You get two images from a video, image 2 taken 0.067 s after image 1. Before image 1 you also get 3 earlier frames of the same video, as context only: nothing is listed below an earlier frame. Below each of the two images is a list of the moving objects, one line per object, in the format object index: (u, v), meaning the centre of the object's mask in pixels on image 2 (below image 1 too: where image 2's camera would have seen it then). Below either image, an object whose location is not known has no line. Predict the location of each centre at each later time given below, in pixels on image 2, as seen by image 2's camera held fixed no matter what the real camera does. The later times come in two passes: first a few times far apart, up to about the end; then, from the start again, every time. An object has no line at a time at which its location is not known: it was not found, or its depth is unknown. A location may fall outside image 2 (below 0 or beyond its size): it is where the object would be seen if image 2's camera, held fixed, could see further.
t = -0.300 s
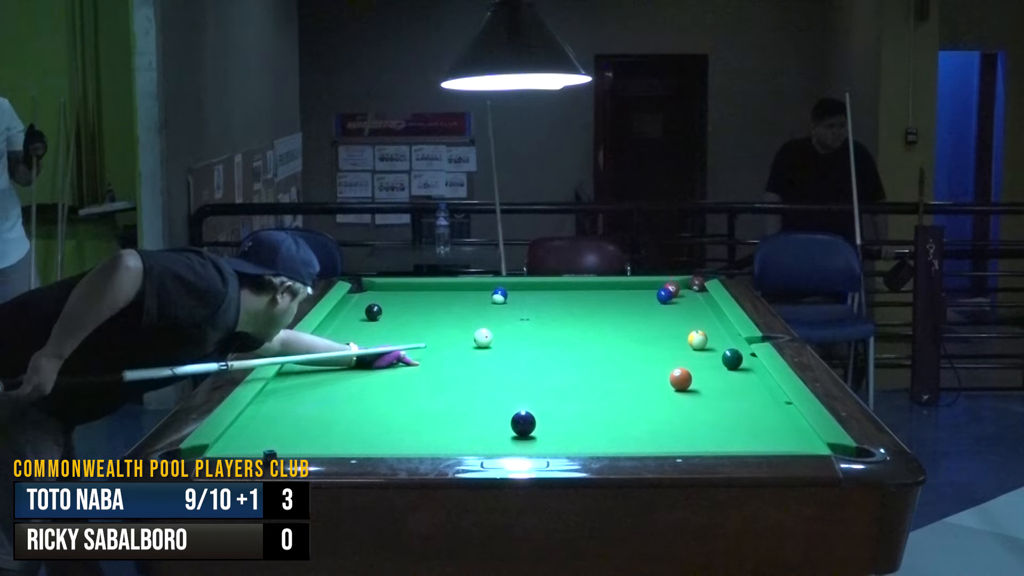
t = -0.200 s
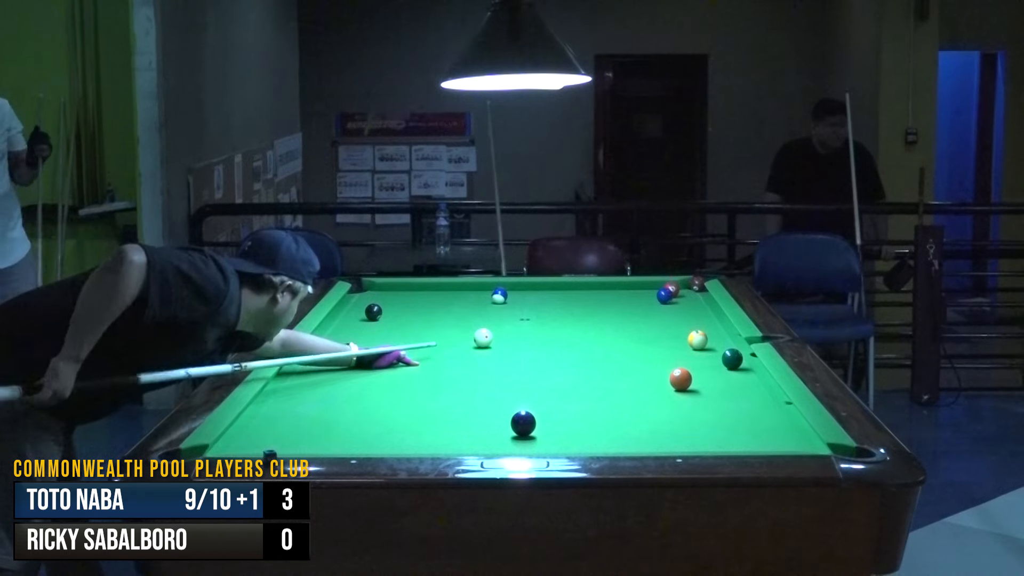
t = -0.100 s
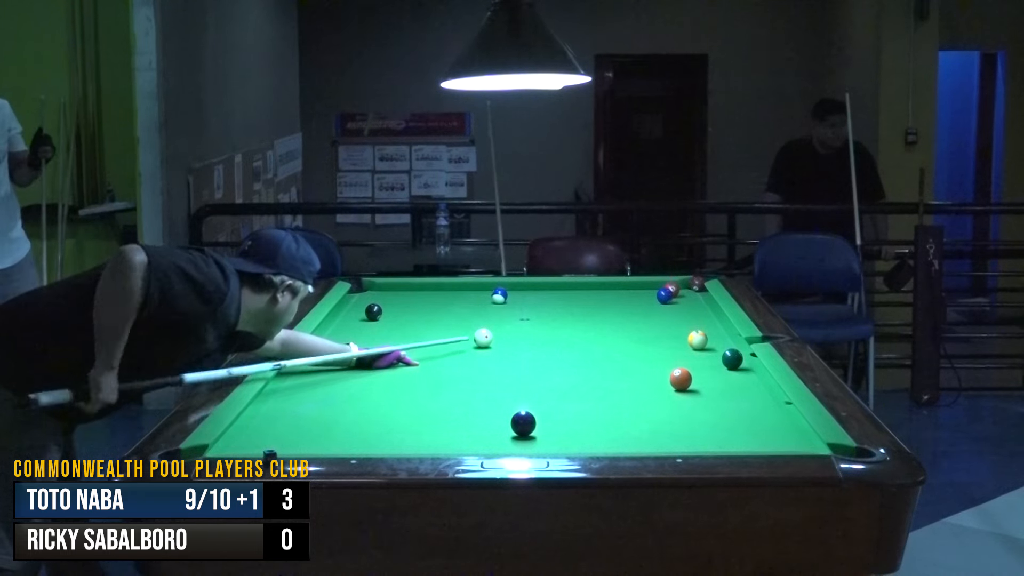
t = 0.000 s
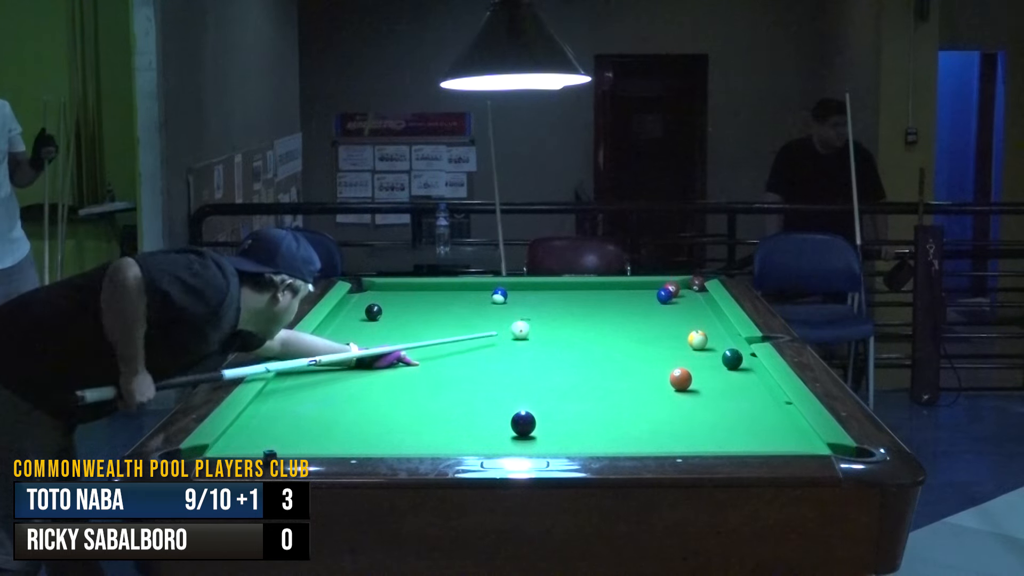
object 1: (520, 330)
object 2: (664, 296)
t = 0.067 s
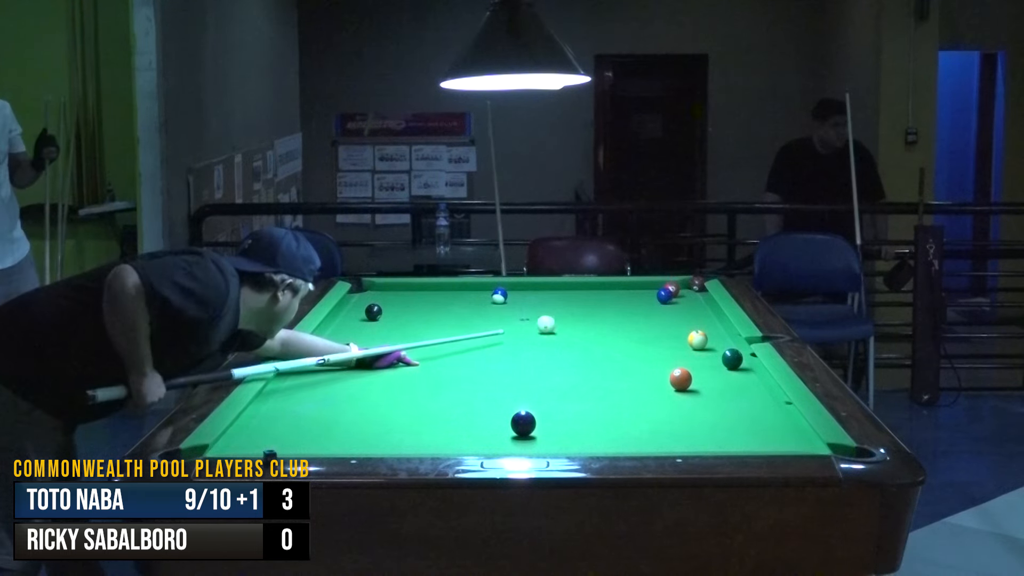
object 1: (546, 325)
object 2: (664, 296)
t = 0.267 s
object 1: (612, 310)
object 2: (664, 296)
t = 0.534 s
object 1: (691, 298)
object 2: (664, 292)
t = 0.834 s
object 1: (662, 293)
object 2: (638, 288)
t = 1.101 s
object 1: (620, 289)
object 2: (614, 281)
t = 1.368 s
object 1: (577, 286)
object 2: (609, 285)
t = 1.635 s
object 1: (539, 285)
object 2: (608, 285)
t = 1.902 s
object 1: (507, 286)
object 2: (608, 285)
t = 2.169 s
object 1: (473, 289)
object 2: (608, 285)
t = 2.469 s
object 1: (437, 290)
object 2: (608, 285)
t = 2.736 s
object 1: (407, 292)
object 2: (608, 285)
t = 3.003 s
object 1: (378, 293)
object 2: (608, 285)
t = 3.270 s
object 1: (354, 295)
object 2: (608, 285)
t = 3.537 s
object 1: (367, 296)
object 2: (608, 285)
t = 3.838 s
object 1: (381, 297)
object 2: (608, 285)
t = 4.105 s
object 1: (392, 298)
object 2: (608, 285)
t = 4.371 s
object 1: (402, 299)
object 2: (608, 285)
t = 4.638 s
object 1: (410, 300)
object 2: (607, 285)
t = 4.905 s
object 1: (417, 300)
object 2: (607, 286)
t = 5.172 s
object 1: (423, 301)
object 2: (608, 285)
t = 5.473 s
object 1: (427, 302)
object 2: (608, 286)
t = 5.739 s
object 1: (430, 302)
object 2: (608, 285)
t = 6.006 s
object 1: (431, 302)
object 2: (608, 285)
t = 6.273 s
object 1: (432, 303)
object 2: (608, 285)
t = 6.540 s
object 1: (432, 303)
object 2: (608, 285)
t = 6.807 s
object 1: (431, 303)
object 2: (608, 285)
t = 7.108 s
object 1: (432, 303)
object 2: (608, 285)
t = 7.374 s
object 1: (432, 303)
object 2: (608, 285)
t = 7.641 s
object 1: (431, 303)
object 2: (608, 285)
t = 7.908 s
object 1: (432, 303)
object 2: (608, 285)
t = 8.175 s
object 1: (431, 303)
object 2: (608, 285)
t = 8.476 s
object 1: (431, 302)
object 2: (608, 285)
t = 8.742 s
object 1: (431, 302)
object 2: (608, 285)
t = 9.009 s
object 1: (431, 302)
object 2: (608, 285)
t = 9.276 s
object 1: (432, 302)
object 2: (608, 285)
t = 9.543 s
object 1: (431, 303)
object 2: (608, 285)
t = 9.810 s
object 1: (431, 303)
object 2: (608, 285)
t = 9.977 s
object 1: (431, 303)
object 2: (608, 285)
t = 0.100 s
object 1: (558, 322)
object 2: (664, 296)
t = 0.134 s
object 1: (569, 320)
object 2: (664, 296)
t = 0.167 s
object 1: (580, 317)
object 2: (664, 296)
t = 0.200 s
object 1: (591, 315)
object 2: (664, 296)
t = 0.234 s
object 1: (601, 312)
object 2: (664, 296)
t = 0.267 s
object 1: (612, 310)
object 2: (664, 296)
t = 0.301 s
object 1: (622, 308)
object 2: (664, 296)
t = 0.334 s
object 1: (632, 306)
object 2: (664, 295)
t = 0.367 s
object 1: (642, 304)
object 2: (664, 296)
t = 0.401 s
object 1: (652, 301)
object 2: (665, 295)
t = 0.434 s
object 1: (662, 299)
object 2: (667, 292)
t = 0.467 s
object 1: (671, 298)
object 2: (662, 294)
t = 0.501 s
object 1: (681, 298)
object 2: (664, 294)
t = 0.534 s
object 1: (691, 298)
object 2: (664, 292)
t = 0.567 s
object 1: (700, 297)
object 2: (660, 291)
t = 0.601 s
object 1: (701, 297)
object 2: (657, 291)
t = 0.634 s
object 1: (695, 296)
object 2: (654, 290)
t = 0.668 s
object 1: (689, 295)
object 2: (651, 290)
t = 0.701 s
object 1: (683, 295)
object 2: (649, 289)
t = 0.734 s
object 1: (678, 294)
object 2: (646, 289)
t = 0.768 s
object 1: (673, 294)
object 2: (643, 289)
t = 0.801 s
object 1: (667, 293)
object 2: (640, 288)
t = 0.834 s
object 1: (662, 293)
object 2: (638, 288)
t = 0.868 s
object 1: (656, 292)
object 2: (635, 287)
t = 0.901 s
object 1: (651, 292)
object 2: (632, 287)
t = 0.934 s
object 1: (646, 291)
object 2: (629, 286)
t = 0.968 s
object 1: (640, 290)
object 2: (626, 286)
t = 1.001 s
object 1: (635, 290)
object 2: (623, 285)
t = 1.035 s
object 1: (630, 290)
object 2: (620, 284)
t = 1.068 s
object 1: (625, 289)
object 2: (617, 283)
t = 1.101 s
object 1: (620, 289)
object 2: (614, 281)
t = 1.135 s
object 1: (615, 288)
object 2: (612, 280)
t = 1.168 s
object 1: (610, 288)
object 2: (615, 281)
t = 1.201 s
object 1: (605, 287)
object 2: (614, 283)
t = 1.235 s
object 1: (600, 287)
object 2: (612, 284)
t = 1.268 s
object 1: (594, 286)
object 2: (610, 285)
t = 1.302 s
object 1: (588, 286)
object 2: (610, 285)
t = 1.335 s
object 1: (582, 286)
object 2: (610, 285)
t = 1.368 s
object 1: (577, 286)
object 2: (609, 285)
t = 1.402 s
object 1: (571, 285)
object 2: (609, 285)
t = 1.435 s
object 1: (566, 285)
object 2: (609, 285)
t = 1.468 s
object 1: (560, 285)
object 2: (609, 285)
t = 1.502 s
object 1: (556, 285)
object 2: (609, 285)
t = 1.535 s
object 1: (552, 285)
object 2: (608, 285)
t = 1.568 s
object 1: (547, 285)
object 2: (608, 285)
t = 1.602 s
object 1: (543, 285)
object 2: (608, 286)
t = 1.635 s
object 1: (539, 285)
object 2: (608, 285)
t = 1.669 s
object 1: (535, 286)
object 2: (608, 285)
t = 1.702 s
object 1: (530, 286)
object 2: (608, 285)
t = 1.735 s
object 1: (526, 286)
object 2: (608, 285)
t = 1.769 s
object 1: (522, 286)
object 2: (608, 285)
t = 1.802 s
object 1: (518, 287)
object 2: (608, 285)
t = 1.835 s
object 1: (514, 287)
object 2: (608, 285)
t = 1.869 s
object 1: (510, 286)
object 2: (608, 285)
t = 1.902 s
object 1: (507, 286)
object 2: (608, 285)
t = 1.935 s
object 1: (501, 285)
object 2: (608, 285)
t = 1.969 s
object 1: (497, 285)
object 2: (608, 285)
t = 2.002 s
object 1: (492, 286)
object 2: (608, 285)
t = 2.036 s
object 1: (488, 287)
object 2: (608, 285)
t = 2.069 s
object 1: (485, 288)
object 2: (608, 285)
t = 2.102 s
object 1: (481, 288)
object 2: (608, 285)
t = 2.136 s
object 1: (477, 289)
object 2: (608, 285)
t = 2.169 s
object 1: (473, 289)
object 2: (608, 285)
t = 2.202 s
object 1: (469, 289)
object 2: (608, 285)
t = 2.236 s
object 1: (465, 289)
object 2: (608, 285)
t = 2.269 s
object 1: (461, 289)
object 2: (608, 285)
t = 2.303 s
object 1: (457, 290)
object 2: (608, 285)
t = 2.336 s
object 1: (452, 290)
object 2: (608, 285)
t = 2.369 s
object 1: (449, 290)
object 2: (608, 285)
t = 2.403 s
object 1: (445, 290)
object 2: (608, 285)
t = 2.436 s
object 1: (441, 290)
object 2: (608, 285)
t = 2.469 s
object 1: (437, 290)
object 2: (608, 285)
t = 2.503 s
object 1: (433, 291)
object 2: (608, 285)
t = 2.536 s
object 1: (430, 291)
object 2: (608, 285)
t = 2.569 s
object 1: (426, 291)
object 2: (608, 285)
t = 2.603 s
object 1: (422, 291)
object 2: (608, 285)
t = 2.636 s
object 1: (418, 291)
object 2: (608, 285)
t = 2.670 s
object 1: (414, 291)
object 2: (608, 285)
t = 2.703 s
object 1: (410, 292)
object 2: (608, 285)
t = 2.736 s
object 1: (407, 292)
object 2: (608, 285)
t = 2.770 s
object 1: (403, 292)
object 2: (608, 285)
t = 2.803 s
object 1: (399, 292)
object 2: (608, 285)
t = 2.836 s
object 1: (396, 292)
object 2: (608, 285)
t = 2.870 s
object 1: (392, 293)
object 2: (608, 285)
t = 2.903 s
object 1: (388, 293)
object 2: (608, 285)
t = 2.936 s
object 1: (385, 293)
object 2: (608, 285)
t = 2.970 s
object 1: (381, 293)
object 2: (608, 285)
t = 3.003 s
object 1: (378, 293)
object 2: (608, 285)
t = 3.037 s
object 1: (374, 293)
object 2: (608, 285)
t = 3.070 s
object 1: (371, 294)
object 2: (608, 285)
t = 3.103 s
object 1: (367, 294)
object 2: (608, 285)
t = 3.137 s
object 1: (363, 294)
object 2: (608, 285)
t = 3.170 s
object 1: (360, 294)
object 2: (608, 285)
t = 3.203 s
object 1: (357, 294)
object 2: (608, 285)
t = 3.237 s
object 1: (353, 295)
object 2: (608, 285)
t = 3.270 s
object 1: (354, 295)
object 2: (608, 285)
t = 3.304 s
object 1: (356, 295)
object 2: (608, 285)
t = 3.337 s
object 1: (357, 295)
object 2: (608, 285)
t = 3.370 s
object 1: (359, 295)
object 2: (608, 285)
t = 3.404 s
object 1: (361, 295)
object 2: (608, 285)
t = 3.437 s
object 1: (362, 295)
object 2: (608, 285)
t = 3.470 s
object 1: (364, 296)
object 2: (608, 285)
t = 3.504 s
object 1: (366, 296)
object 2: (608, 285)
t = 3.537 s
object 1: (367, 296)
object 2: (608, 285)
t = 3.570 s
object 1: (369, 296)
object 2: (608, 285)
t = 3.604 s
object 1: (371, 296)
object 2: (607, 285)
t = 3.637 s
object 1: (372, 296)
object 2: (607, 285)
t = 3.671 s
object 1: (374, 296)
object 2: (608, 285)
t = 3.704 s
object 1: (375, 296)
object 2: (608, 285)
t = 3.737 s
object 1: (377, 297)
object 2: (608, 285)
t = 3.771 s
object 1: (378, 297)
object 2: (608, 285)
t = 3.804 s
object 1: (380, 297)
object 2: (608, 285)
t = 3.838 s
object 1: (381, 297)
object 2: (608, 285)
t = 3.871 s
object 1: (383, 297)
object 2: (608, 285)
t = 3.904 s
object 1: (384, 297)
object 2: (608, 285)
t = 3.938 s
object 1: (386, 297)
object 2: (608, 285)
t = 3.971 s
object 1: (387, 298)
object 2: (608, 285)
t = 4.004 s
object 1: (388, 298)
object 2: (608, 285)
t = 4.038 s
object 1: (390, 298)
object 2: (608, 285)
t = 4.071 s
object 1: (391, 298)
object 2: (608, 285)
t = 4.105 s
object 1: (392, 298)
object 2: (608, 285)
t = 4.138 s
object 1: (394, 298)
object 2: (607, 285)
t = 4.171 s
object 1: (395, 298)
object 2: (608, 285)
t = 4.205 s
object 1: (396, 298)
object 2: (608, 285)
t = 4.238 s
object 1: (397, 299)
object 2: (608, 285)
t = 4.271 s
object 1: (398, 299)
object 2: (608, 285)
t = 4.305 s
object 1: (400, 299)
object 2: (608, 285)
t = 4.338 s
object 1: (401, 299)
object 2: (608, 285)
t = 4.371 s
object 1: (402, 299)
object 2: (608, 285)
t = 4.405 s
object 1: (403, 299)
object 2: (607, 286)
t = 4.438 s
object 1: (404, 299)
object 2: (608, 285)
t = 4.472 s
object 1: (405, 299)
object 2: (608, 285)
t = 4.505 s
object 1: (406, 299)
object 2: (608, 285)
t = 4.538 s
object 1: (407, 299)
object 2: (608, 285)
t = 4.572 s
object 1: (408, 299)
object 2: (608, 285)
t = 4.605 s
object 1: (409, 299)
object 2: (608, 285)
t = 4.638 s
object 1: (410, 300)
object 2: (607, 285)
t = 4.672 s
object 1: (411, 300)
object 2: (607, 286)
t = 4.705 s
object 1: (412, 300)
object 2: (607, 286)
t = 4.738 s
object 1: (413, 300)
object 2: (607, 285)
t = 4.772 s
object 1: (414, 300)
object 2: (608, 285)
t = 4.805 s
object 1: (415, 300)
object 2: (607, 285)
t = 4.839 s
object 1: (416, 300)
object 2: (607, 285)
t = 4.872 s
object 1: (417, 300)
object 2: (607, 285)
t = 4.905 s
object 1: (417, 300)
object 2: (607, 286)
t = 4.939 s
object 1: (418, 300)
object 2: (607, 285)
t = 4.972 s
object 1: (419, 301)
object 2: (607, 285)
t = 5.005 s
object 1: (420, 301)
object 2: (608, 285)
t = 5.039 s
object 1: (420, 300)
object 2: (608, 285)
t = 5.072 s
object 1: (421, 301)
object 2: (608, 285)
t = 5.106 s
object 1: (421, 301)
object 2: (608, 285)
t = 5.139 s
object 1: (422, 301)
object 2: (608, 285)
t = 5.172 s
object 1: (423, 301)
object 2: (608, 285)
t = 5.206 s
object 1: (423, 301)
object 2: (608, 285)
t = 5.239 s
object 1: (424, 301)
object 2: (608, 285)
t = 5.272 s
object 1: (424, 301)
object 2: (608, 285)
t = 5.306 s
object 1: (425, 301)
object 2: (608, 285)
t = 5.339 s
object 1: (425, 301)
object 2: (608, 285)
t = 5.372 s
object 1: (426, 301)
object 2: (607, 285)
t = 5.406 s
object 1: (426, 302)
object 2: (608, 285)
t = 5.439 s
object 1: (427, 302)
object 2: (608, 286)
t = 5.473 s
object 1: (427, 302)
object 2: (608, 286)
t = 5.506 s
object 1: (427, 302)
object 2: (608, 285)
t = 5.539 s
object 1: (428, 302)
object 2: (608, 285)
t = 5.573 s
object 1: (428, 302)
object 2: (608, 285)
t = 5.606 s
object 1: (429, 302)
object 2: (608, 285)
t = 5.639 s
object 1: (429, 302)
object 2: (608, 285)
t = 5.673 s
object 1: (429, 302)
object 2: (608, 285)
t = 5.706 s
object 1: (429, 302)
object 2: (608, 285)
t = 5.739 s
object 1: (430, 302)
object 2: (608, 285)
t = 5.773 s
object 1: (430, 302)
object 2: (608, 285)
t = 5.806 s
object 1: (430, 302)
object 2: (608, 285)
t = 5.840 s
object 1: (430, 302)
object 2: (608, 285)
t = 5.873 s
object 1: (431, 302)
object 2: (608, 285)
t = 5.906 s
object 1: (431, 302)
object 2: (608, 285)
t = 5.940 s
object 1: (431, 302)
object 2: (608, 285)
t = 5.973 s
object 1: (431, 302)
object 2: (608, 285)
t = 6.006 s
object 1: (431, 302)
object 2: (608, 285)
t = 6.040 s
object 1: (431, 302)
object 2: (608, 285)
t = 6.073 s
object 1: (431, 303)
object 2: (608, 285)
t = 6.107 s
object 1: (432, 302)
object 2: (608, 285)
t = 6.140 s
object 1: (432, 302)
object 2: (608, 285)
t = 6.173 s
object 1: (432, 302)
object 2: (608, 285)
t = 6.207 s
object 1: (432, 303)
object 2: (608, 285)
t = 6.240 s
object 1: (432, 303)
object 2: (608, 285)
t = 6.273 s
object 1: (432, 303)
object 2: (608, 285)
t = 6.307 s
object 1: (432, 303)
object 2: (608, 285)
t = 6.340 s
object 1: (432, 303)
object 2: (608, 285)
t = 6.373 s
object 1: (432, 303)
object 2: (608, 285)
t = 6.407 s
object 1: (432, 303)
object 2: (608, 285)
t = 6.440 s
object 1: (432, 303)
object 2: (608, 285)
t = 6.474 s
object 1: (431, 303)
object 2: (607, 285)
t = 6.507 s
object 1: (432, 303)
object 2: (608, 285)
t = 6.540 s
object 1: (432, 303)
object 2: (608, 285)
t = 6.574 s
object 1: (431, 303)
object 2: (608, 285)
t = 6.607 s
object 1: (431, 303)
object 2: (608, 285)
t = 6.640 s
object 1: (431, 303)
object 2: (608, 285)
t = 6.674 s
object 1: (432, 303)
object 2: (608, 285)
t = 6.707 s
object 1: (432, 303)
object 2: (608, 285)
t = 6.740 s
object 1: (431, 303)
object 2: (608, 285)
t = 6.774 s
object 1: (431, 303)
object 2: (608, 285)
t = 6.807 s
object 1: (431, 303)
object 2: (608, 285)
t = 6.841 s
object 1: (431, 303)
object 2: (608, 285)
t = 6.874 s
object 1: (431, 303)
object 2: (608, 285)
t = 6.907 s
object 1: (431, 303)
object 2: (608, 285)
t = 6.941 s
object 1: (431, 303)
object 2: (608, 285)
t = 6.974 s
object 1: (431, 303)
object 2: (608, 285)
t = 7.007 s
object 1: (431, 303)
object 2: (608, 285)
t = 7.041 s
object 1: (431, 303)
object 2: (608, 285)
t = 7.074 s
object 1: (431, 303)
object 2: (608, 285)
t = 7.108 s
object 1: (432, 303)
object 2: (608, 285)
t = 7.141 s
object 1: (432, 303)
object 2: (608, 285)
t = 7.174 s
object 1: (431, 303)
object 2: (608, 285)
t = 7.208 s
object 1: (431, 303)
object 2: (608, 285)
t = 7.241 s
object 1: (431, 303)
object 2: (608, 285)
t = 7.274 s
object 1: (432, 303)
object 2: (608, 285)
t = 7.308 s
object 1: (431, 303)
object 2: (607, 285)
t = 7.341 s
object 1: (431, 303)
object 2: (608, 285)
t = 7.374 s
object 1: (432, 303)
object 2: (608, 285)
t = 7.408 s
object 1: (432, 303)
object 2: (608, 285)
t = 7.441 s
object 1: (431, 303)
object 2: (608, 285)
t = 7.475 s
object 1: (431, 303)
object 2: (608, 285)
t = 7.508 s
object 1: (431, 303)
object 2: (608, 285)
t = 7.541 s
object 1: (432, 302)
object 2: (608, 285)
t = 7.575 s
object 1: (432, 303)
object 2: (608, 285)
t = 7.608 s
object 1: (431, 303)
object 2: (608, 285)
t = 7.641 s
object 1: (431, 303)
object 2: (608, 285)
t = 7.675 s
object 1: (431, 302)
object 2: (608, 285)
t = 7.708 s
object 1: (431, 302)
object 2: (608, 285)
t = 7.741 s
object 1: (431, 303)
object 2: (608, 285)
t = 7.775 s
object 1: (431, 303)
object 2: (608, 285)
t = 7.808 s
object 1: (431, 303)
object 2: (608, 285)
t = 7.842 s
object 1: (431, 303)
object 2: (608, 285)
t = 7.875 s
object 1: (432, 303)
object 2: (608, 285)
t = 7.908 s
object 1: (432, 303)
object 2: (608, 285)
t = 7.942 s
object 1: (431, 303)
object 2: (608, 285)
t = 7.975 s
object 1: (431, 302)
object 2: (608, 285)
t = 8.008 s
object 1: (431, 303)
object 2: (608, 285)
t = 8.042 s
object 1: (431, 303)
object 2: (608, 285)
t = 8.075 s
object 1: (431, 302)
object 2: (608, 285)
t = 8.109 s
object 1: (431, 303)
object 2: (608, 285)
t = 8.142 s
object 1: (431, 303)
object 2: (608, 285)
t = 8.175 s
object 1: (431, 303)
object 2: (608, 285)
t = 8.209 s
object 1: (431, 303)
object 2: (608, 285)
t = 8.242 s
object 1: (431, 303)
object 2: (608, 285)
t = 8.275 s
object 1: (431, 303)
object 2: (608, 285)
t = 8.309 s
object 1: (431, 302)
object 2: (608, 285)
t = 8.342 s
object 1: (431, 302)
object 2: (608, 285)
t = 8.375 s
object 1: (431, 303)
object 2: (608, 285)
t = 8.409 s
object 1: (431, 302)
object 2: (608, 285)
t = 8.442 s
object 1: (431, 302)
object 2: (608, 285)
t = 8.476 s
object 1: (431, 302)
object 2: (608, 285)
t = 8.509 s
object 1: (432, 303)
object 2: (608, 285)
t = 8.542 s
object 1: (431, 303)
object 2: (608, 285)
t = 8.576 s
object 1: (431, 303)
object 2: (608, 285)
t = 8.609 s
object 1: (431, 302)
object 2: (608, 285)
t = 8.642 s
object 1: (431, 303)
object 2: (608, 285)
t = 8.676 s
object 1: (431, 302)
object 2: (608, 286)
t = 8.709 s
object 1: (431, 303)
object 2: (608, 285)
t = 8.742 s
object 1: (431, 302)
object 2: (608, 285)
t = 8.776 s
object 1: (431, 303)
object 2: (608, 285)
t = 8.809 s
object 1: (431, 302)
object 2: (608, 285)
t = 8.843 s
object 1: (432, 303)
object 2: (608, 286)
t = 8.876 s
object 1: (432, 302)
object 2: (608, 285)
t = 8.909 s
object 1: (432, 303)
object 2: (608, 286)
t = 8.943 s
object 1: (432, 302)
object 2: (608, 285)
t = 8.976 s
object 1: (431, 302)
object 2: (608, 286)
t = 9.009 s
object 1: (431, 302)
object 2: (608, 285)
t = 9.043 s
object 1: (432, 302)
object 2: (608, 285)
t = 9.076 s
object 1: (432, 302)
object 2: (608, 285)
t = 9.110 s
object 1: (432, 302)
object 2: (608, 285)
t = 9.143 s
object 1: (432, 302)
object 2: (608, 285)
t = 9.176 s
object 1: (432, 302)
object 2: (608, 285)
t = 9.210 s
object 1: (432, 302)
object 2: (608, 285)
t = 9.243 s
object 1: (432, 302)
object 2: (608, 285)
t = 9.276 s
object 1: (432, 302)
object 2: (608, 285)
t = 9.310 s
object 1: (432, 302)
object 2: (608, 285)
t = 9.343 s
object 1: (432, 302)
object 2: (608, 285)
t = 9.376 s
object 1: (432, 302)
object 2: (608, 285)
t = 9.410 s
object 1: (431, 303)
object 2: (608, 285)
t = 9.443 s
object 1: (432, 303)
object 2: (608, 285)
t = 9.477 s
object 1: (431, 303)
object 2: (608, 285)
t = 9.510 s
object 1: (431, 303)
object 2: (608, 285)
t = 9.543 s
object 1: (431, 303)
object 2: (608, 285)
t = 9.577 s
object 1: (432, 303)
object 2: (608, 285)
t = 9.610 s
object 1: (431, 303)
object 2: (608, 285)
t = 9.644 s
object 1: (431, 303)
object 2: (608, 285)
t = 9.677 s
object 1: (431, 303)
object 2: (608, 285)
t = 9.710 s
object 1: (431, 303)
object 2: (608, 285)
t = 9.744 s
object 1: (431, 303)
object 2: (608, 285)
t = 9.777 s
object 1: (431, 303)
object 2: (608, 285)
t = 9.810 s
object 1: (431, 303)
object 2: (608, 285)
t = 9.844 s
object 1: (431, 303)
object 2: (608, 285)
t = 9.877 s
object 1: (432, 303)
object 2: (608, 285)
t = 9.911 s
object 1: (432, 303)
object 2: (608, 285)
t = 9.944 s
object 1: (432, 303)
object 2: (608, 285)
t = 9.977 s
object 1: (431, 303)
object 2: (608, 285)
